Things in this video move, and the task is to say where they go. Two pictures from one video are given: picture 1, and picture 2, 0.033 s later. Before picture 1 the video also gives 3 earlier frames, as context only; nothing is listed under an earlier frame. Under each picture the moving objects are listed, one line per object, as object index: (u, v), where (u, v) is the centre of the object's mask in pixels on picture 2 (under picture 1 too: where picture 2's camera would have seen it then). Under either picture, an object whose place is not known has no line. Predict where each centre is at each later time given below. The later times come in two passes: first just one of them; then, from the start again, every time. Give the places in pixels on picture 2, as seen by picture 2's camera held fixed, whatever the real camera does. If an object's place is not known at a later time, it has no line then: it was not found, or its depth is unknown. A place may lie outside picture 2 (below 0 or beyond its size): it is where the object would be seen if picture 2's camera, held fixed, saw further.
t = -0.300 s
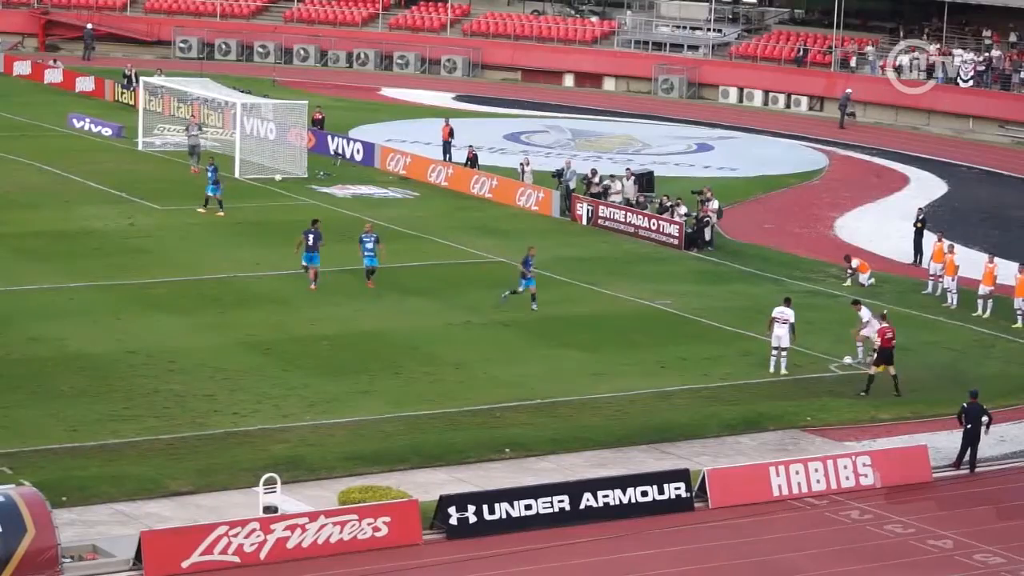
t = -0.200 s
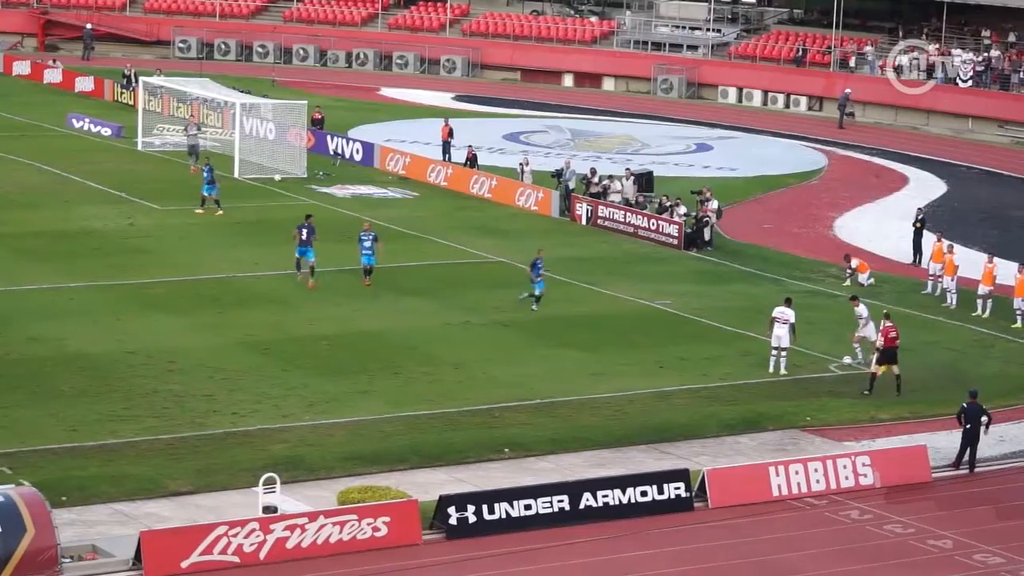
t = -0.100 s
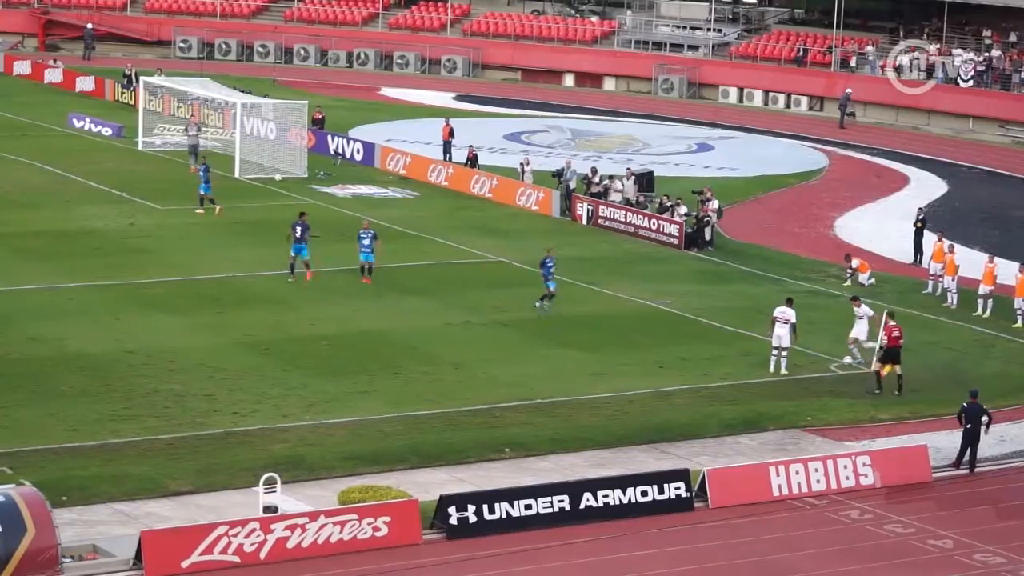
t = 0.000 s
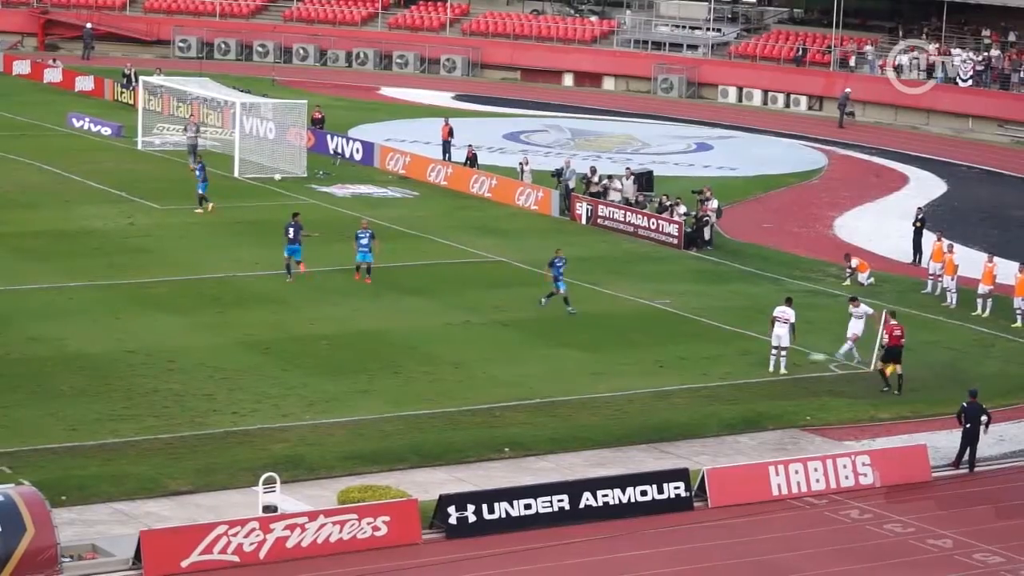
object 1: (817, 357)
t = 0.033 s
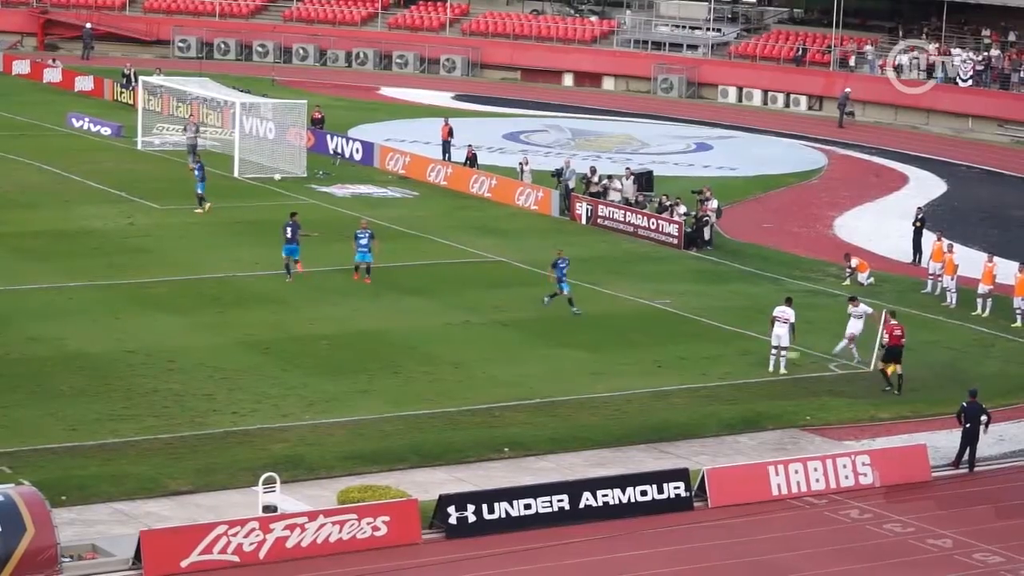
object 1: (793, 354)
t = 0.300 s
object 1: (575, 360)
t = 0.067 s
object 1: (761, 354)
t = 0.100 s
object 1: (737, 353)
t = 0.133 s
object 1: (709, 353)
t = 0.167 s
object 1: (682, 353)
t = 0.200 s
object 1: (654, 354)
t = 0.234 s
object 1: (627, 355)
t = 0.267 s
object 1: (601, 356)
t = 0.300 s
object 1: (575, 360)
